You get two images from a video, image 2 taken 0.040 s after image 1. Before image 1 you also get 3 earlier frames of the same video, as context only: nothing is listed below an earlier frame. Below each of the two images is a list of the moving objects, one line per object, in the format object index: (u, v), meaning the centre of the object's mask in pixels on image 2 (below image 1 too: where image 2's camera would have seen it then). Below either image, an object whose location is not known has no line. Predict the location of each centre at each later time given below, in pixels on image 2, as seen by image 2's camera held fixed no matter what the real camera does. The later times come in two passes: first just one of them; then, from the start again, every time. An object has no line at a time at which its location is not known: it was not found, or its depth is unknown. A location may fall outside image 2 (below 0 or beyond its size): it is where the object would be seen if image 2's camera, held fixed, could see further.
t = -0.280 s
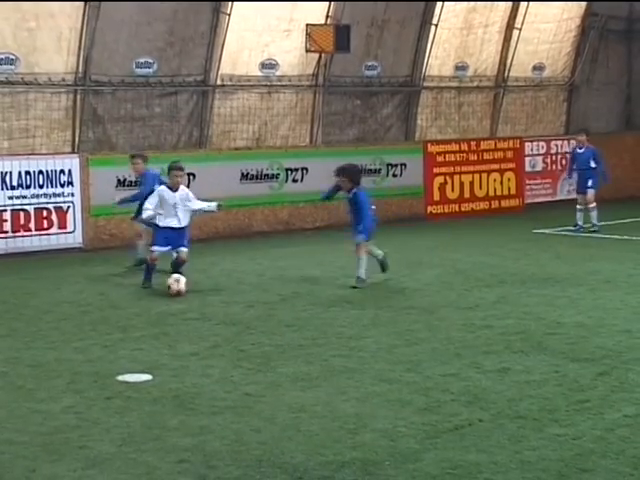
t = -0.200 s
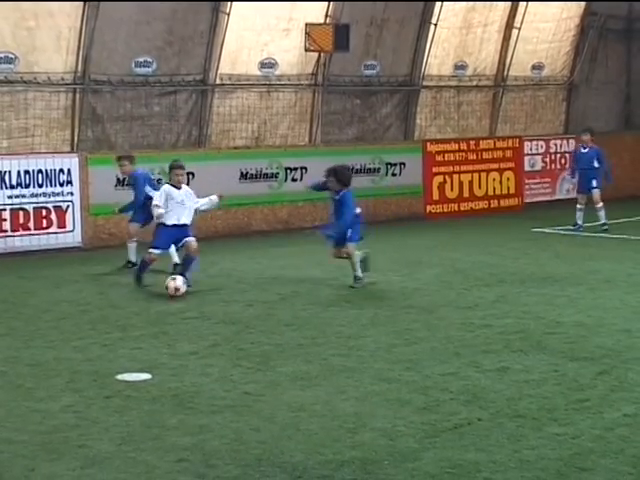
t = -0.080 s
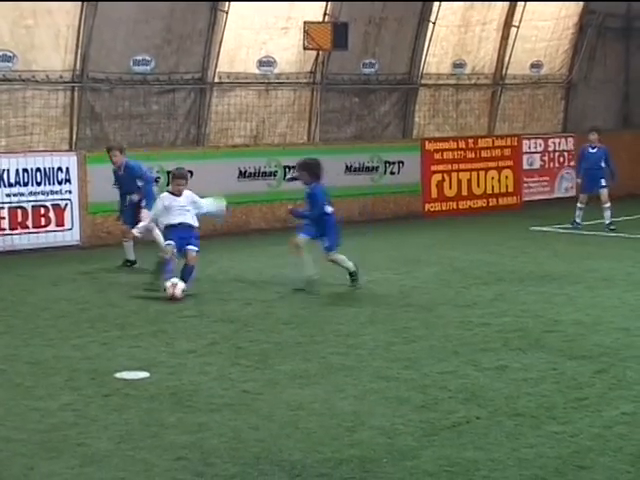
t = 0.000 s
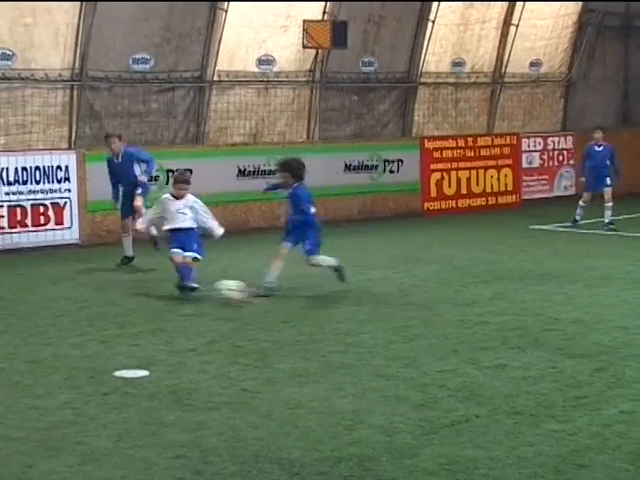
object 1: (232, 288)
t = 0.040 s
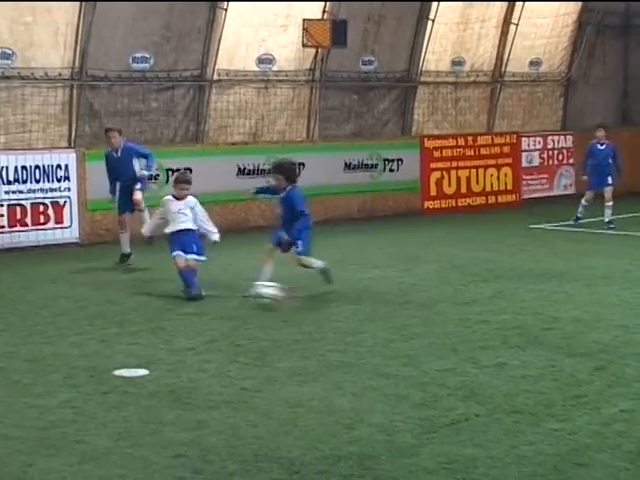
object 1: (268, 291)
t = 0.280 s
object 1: (516, 322)
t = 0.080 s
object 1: (307, 297)
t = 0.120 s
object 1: (347, 305)
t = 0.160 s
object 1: (388, 304)
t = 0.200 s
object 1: (430, 311)
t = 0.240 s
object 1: (473, 318)
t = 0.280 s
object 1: (516, 322)
